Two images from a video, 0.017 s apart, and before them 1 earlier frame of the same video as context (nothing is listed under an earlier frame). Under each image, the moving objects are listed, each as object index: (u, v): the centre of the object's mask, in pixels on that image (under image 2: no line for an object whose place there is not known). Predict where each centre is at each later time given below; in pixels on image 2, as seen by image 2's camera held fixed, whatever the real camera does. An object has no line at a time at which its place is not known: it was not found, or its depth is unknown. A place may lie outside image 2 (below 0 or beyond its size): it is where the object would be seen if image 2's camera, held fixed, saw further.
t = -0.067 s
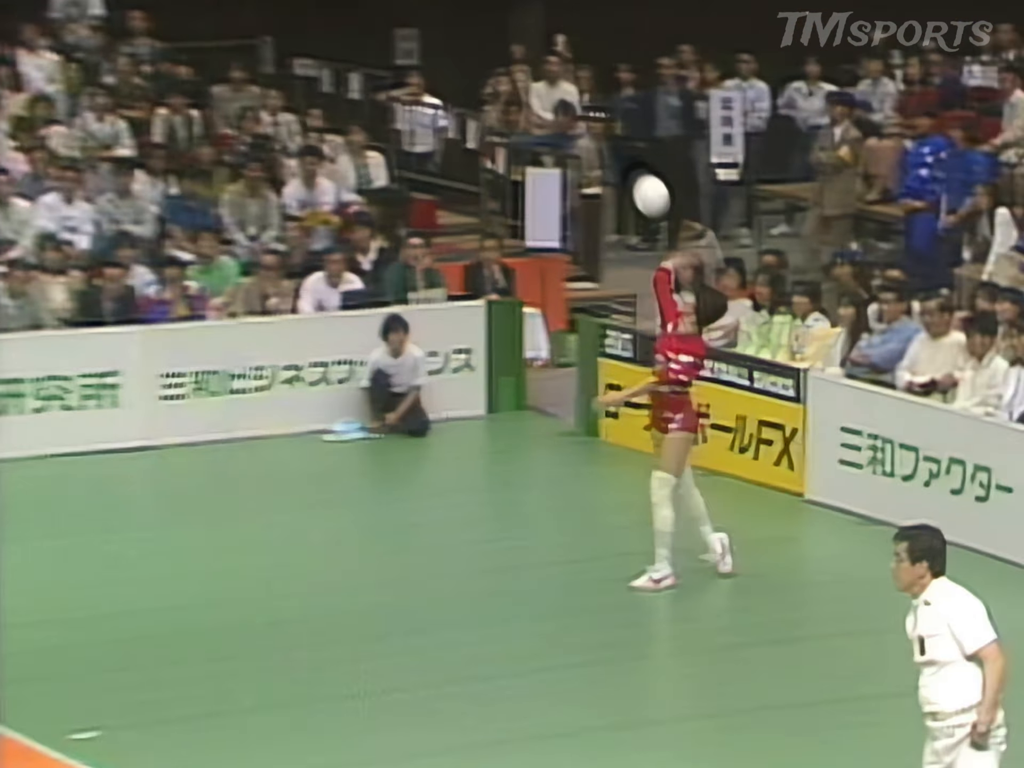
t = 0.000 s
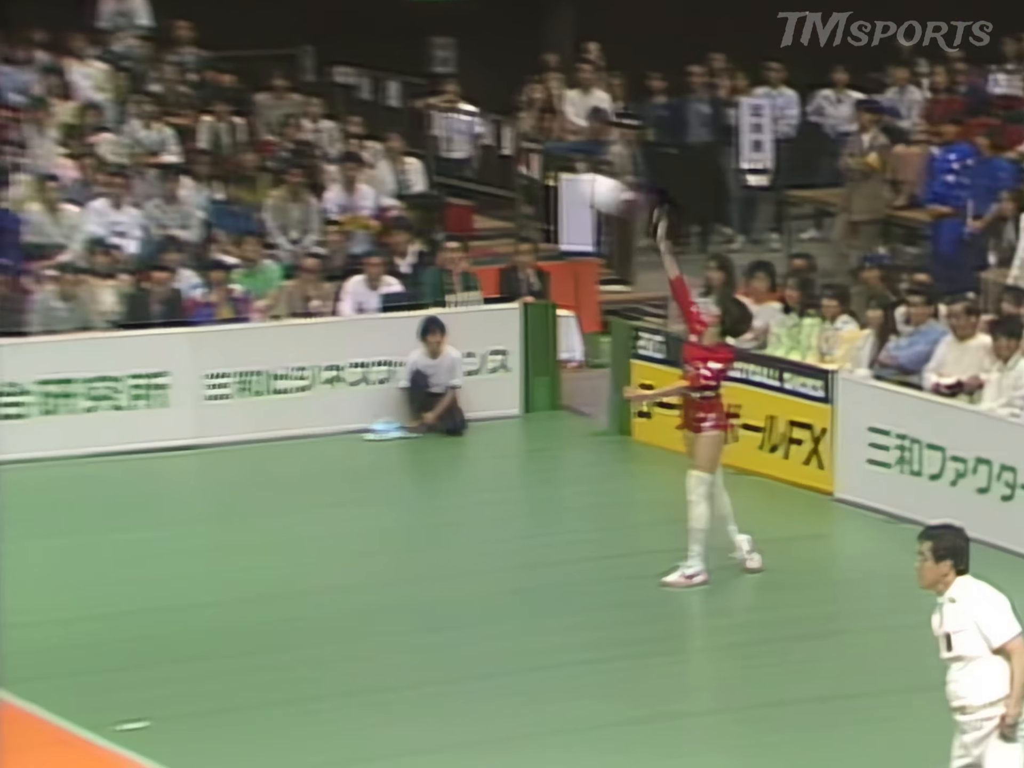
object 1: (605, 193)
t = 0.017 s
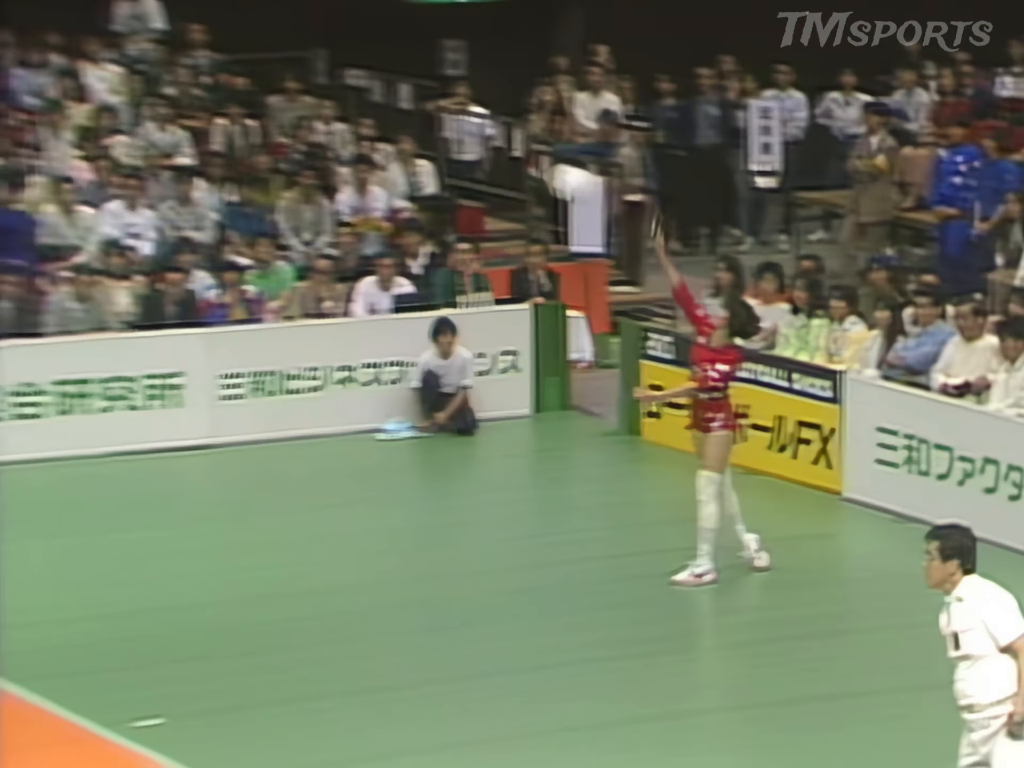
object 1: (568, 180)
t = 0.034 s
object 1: (534, 174)
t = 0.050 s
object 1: (495, 164)
